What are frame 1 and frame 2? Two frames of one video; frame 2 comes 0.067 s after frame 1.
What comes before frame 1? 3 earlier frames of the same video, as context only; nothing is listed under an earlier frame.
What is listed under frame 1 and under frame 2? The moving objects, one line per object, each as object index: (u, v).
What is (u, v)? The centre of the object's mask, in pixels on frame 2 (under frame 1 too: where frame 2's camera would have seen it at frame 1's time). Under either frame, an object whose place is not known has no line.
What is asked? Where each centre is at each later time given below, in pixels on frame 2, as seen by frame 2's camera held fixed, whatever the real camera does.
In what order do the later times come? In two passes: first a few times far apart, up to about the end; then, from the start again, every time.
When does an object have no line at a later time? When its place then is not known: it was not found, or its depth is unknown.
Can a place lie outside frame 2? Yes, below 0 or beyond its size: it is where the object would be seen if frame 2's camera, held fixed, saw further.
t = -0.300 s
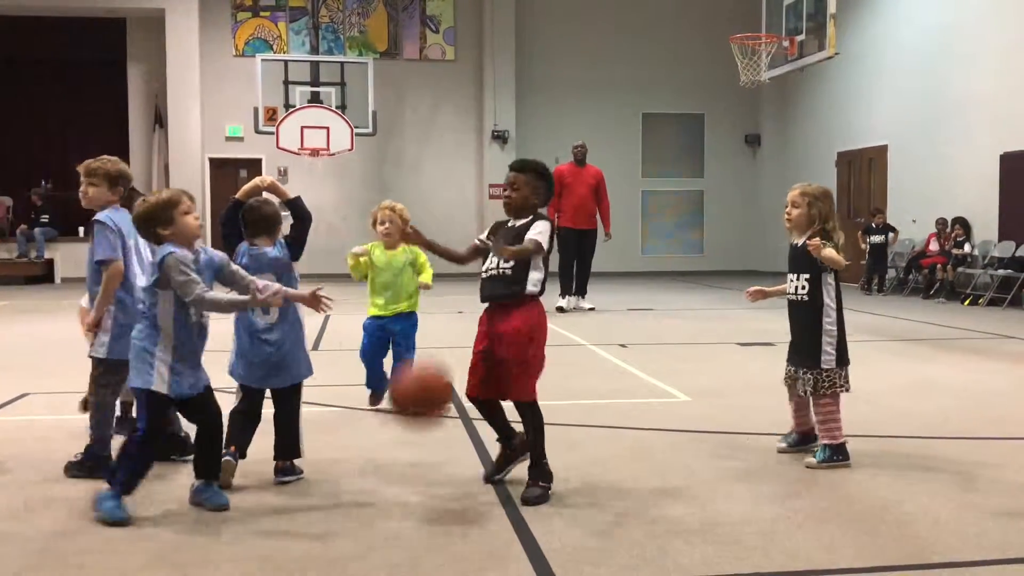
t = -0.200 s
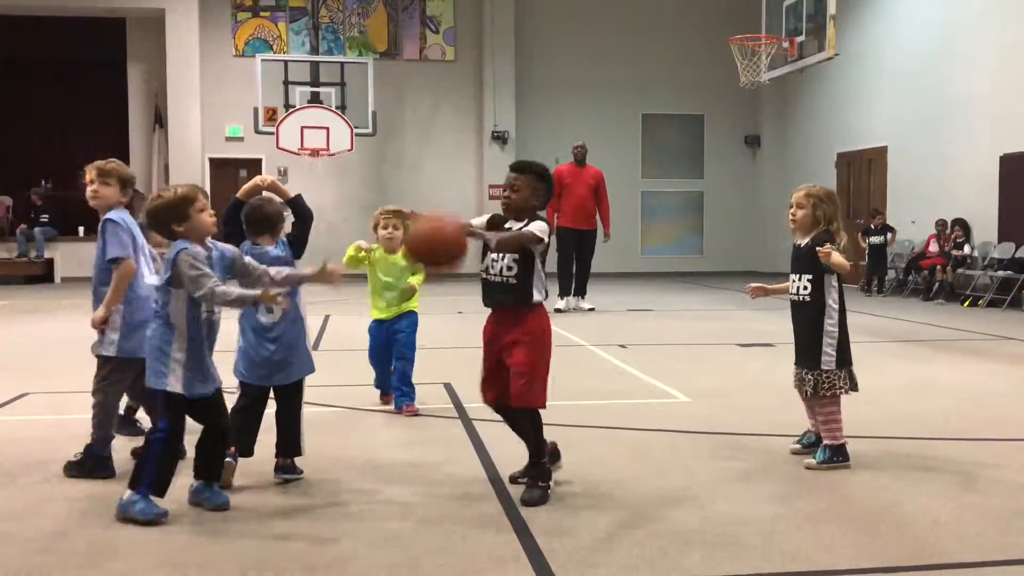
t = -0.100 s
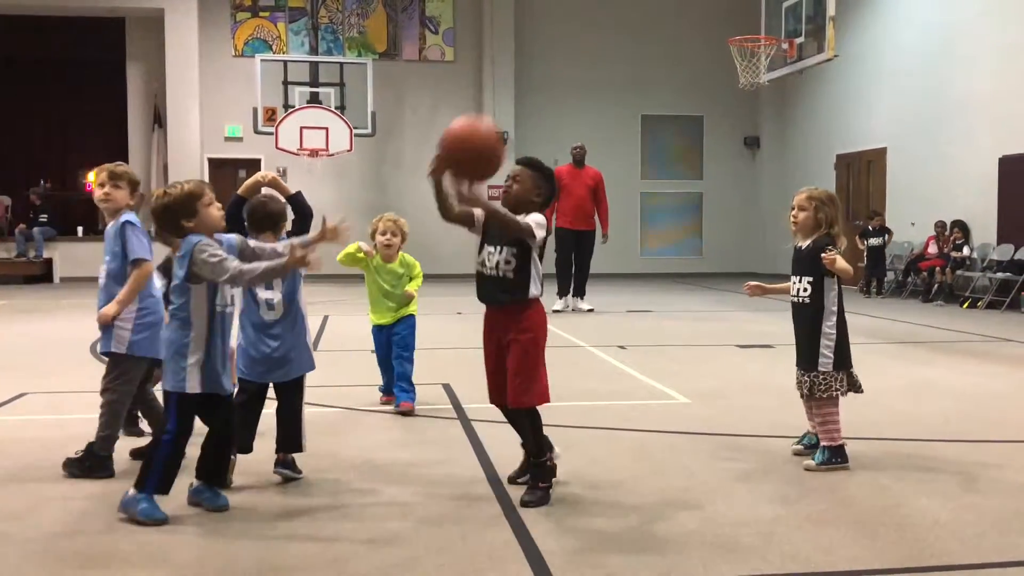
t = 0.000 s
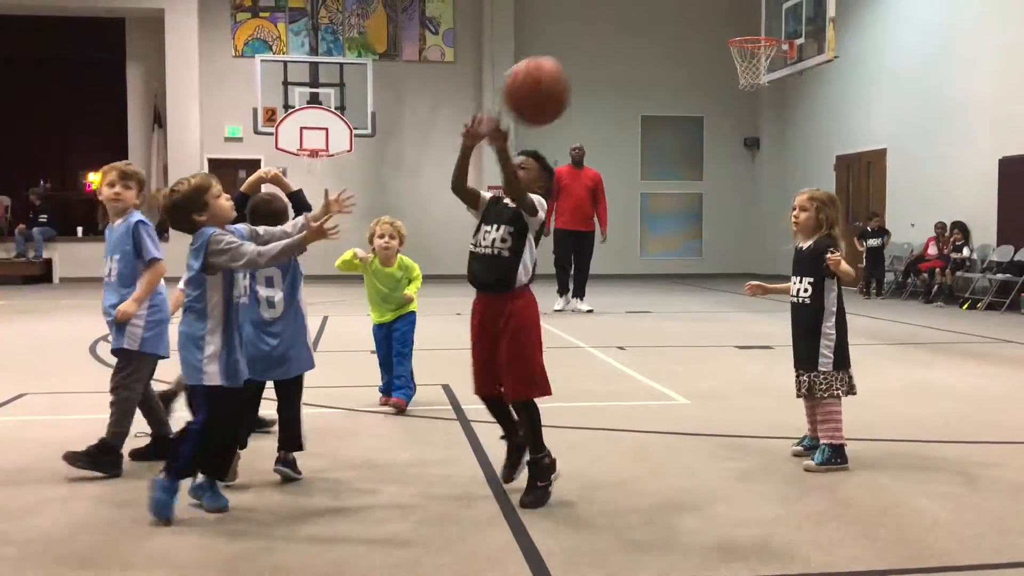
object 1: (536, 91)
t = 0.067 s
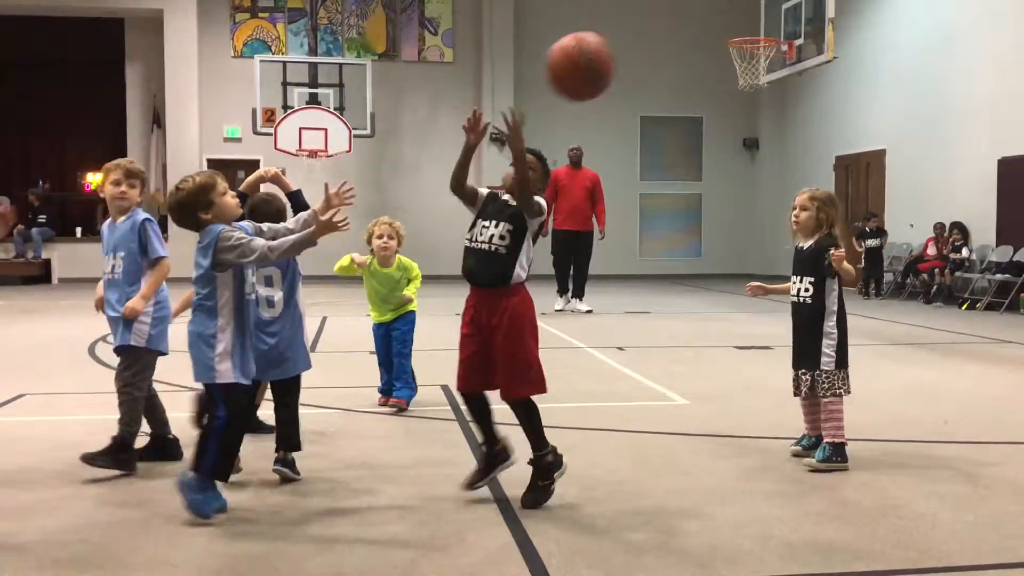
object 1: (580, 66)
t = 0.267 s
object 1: (712, 70)
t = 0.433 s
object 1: (811, 161)
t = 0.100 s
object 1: (603, 58)
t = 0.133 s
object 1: (625, 55)
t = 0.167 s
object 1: (647, 54)
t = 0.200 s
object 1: (669, 56)
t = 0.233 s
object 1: (690, 61)
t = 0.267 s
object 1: (712, 70)
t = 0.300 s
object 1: (735, 83)
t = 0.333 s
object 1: (755, 98)
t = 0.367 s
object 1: (775, 116)
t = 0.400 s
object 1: (792, 136)
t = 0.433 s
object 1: (811, 161)
